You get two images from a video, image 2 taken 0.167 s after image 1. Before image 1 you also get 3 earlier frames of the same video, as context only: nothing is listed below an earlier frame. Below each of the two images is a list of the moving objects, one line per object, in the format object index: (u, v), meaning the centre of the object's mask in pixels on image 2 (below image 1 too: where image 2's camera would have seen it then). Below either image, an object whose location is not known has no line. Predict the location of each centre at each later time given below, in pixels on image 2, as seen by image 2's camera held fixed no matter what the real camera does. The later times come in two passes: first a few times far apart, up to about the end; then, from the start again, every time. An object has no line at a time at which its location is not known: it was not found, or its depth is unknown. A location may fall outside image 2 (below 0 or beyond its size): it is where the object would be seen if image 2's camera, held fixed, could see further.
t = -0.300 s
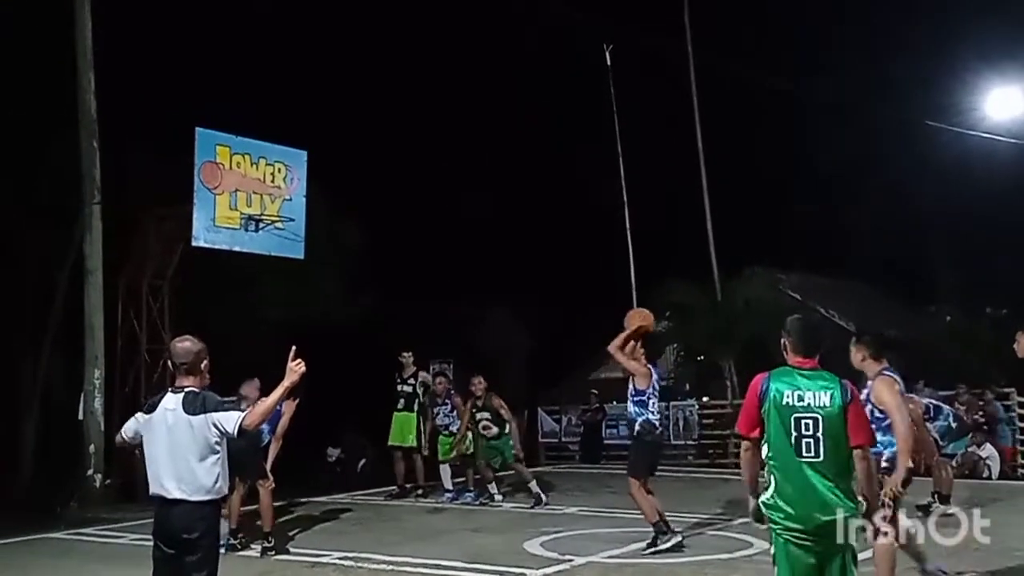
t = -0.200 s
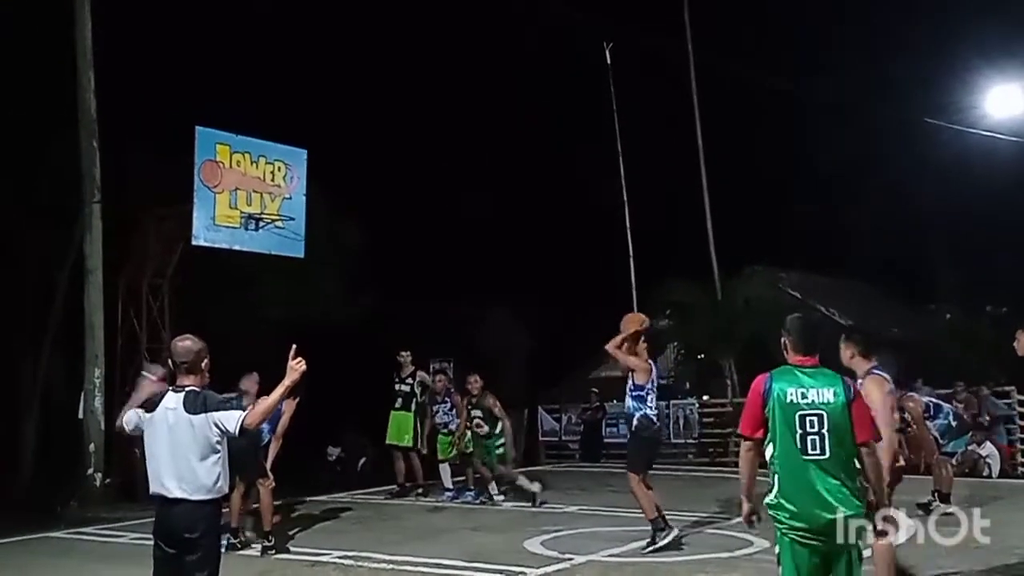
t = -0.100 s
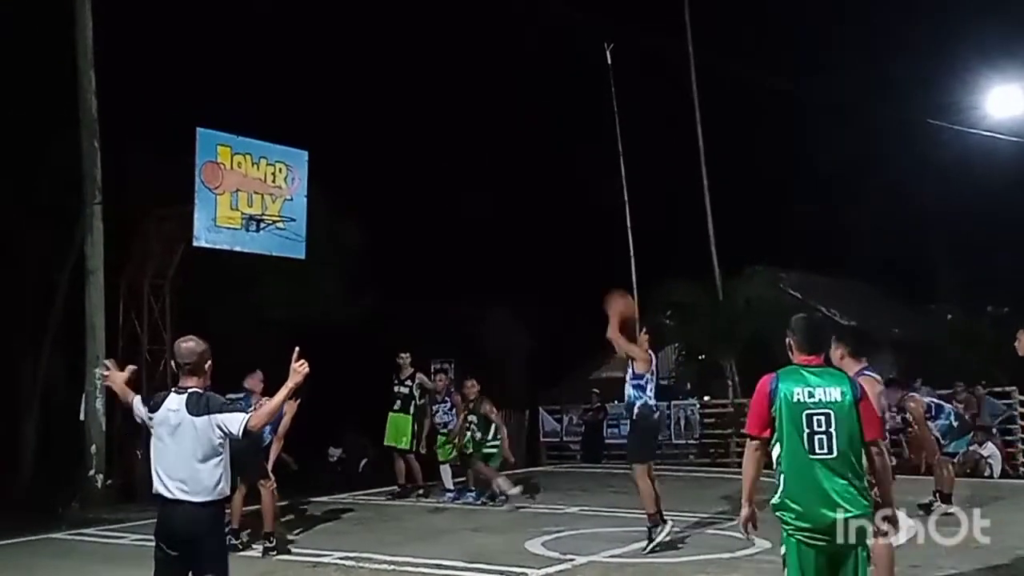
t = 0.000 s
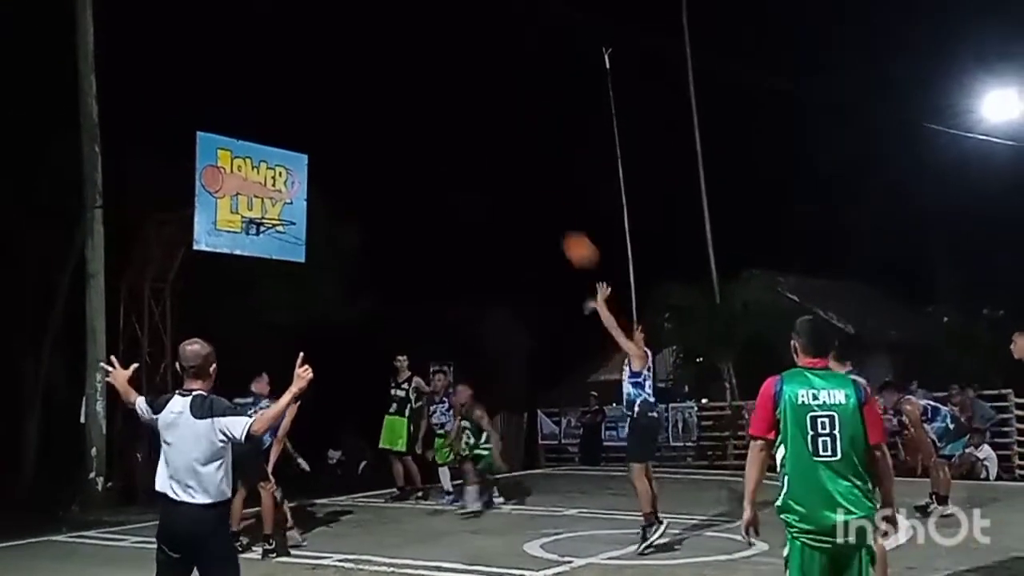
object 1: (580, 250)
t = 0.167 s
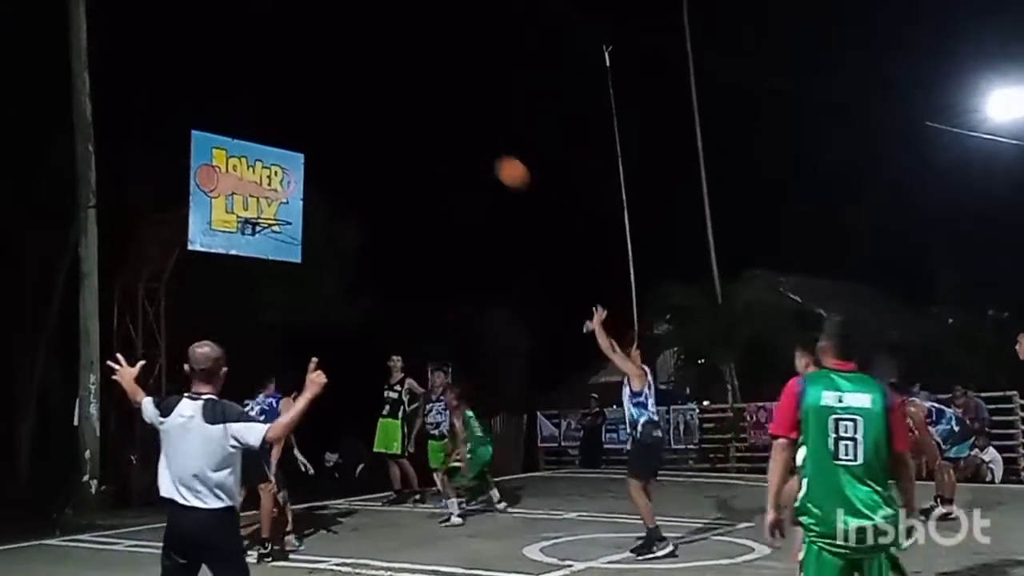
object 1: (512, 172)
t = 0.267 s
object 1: (474, 143)
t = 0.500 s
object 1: (393, 117)
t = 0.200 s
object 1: (499, 161)
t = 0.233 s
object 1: (487, 151)
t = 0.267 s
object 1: (474, 143)
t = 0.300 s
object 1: (462, 135)
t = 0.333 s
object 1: (450, 129)
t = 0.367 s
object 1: (438, 124)
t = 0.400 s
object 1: (427, 121)
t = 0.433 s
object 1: (415, 118)
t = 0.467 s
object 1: (404, 117)
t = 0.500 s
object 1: (393, 117)
